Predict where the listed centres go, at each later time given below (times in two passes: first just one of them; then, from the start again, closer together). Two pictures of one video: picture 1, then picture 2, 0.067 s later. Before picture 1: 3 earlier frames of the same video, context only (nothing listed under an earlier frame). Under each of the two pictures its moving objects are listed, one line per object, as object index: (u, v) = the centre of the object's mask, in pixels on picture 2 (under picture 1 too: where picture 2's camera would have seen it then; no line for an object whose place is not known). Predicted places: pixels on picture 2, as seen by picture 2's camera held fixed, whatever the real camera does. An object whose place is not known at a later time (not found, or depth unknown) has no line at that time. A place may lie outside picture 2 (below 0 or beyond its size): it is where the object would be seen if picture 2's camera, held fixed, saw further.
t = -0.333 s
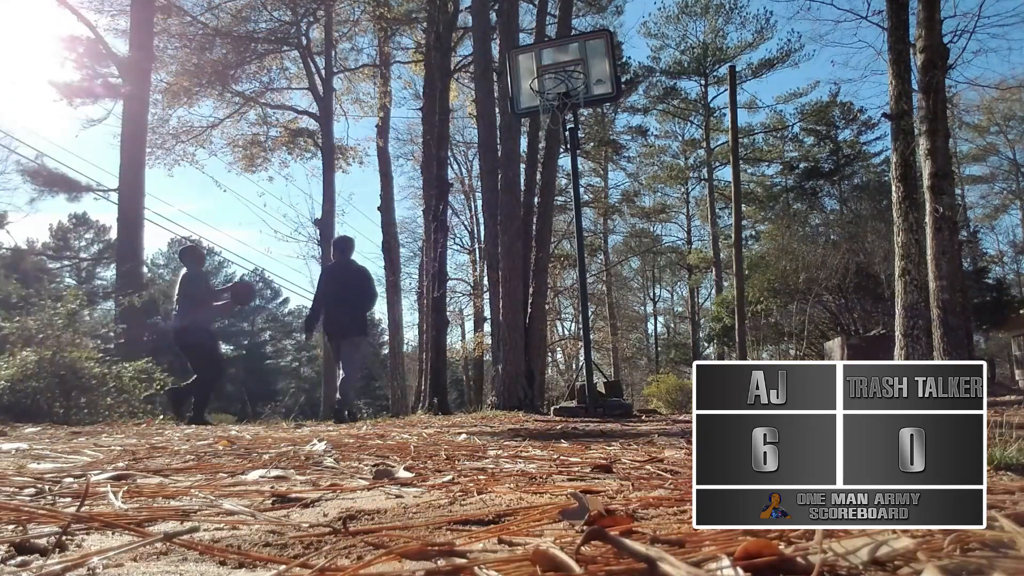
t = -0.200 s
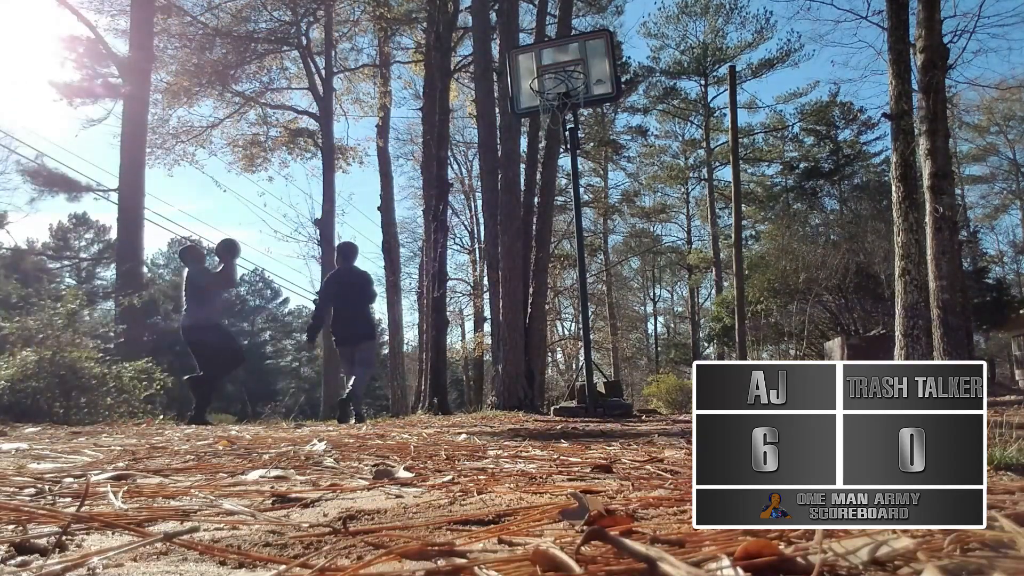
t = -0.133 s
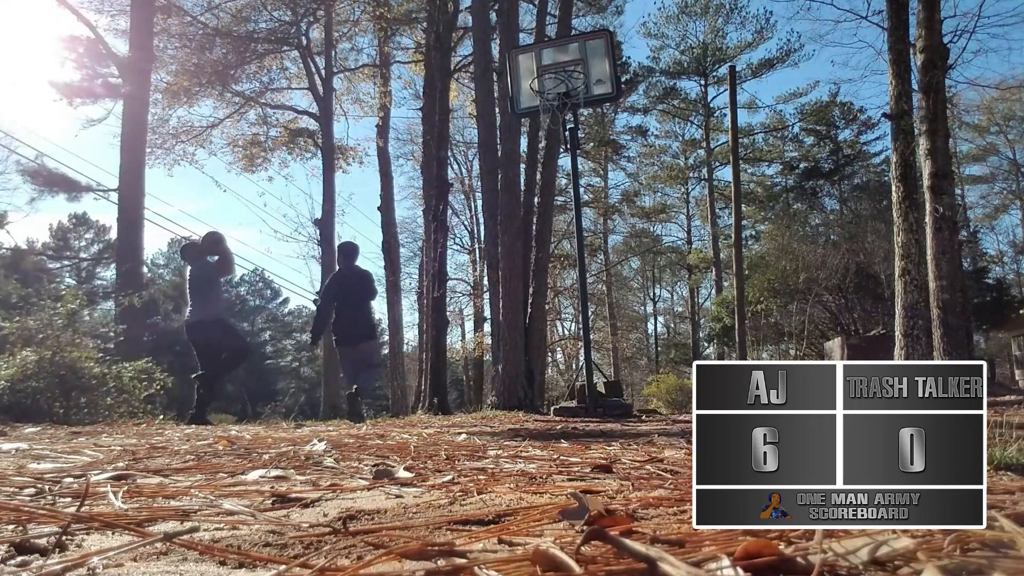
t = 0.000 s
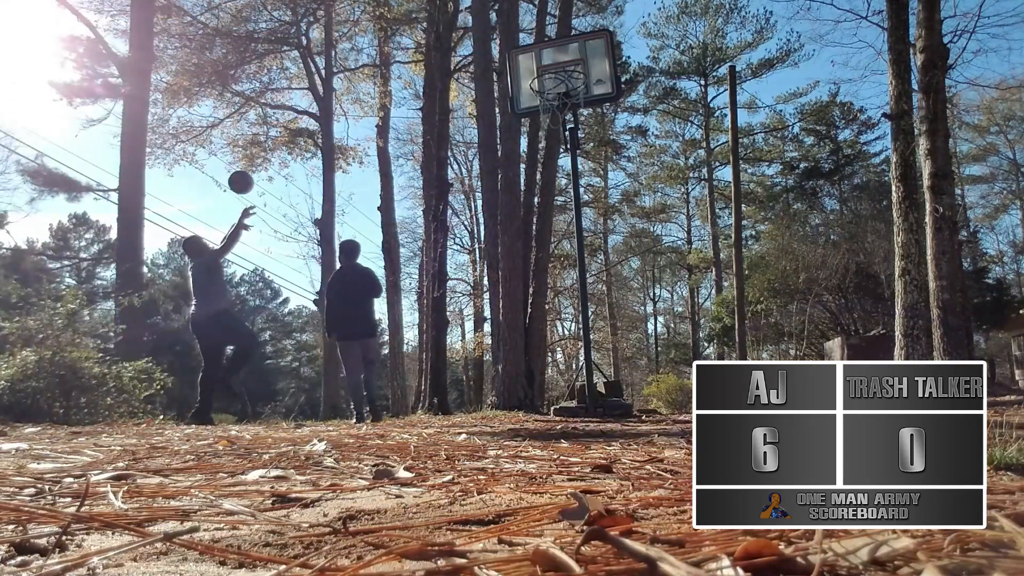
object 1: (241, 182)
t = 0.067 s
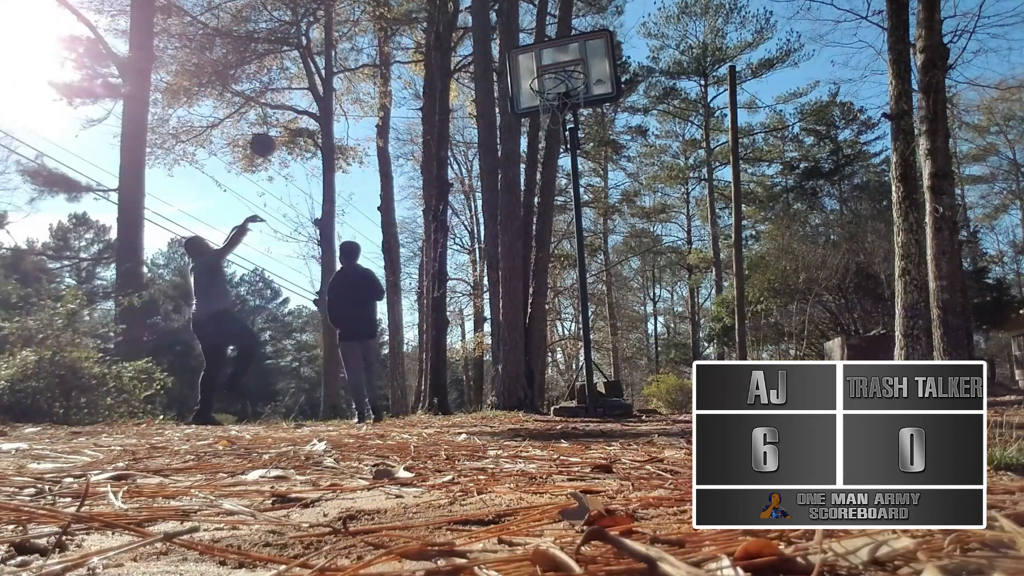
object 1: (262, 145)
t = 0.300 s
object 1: (339, 49)
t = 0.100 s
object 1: (274, 127)
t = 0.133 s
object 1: (285, 112)
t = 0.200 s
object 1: (306, 85)
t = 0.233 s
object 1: (318, 71)
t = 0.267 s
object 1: (328, 60)
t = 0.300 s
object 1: (339, 49)
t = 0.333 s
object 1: (350, 40)
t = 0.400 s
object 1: (371, 24)
